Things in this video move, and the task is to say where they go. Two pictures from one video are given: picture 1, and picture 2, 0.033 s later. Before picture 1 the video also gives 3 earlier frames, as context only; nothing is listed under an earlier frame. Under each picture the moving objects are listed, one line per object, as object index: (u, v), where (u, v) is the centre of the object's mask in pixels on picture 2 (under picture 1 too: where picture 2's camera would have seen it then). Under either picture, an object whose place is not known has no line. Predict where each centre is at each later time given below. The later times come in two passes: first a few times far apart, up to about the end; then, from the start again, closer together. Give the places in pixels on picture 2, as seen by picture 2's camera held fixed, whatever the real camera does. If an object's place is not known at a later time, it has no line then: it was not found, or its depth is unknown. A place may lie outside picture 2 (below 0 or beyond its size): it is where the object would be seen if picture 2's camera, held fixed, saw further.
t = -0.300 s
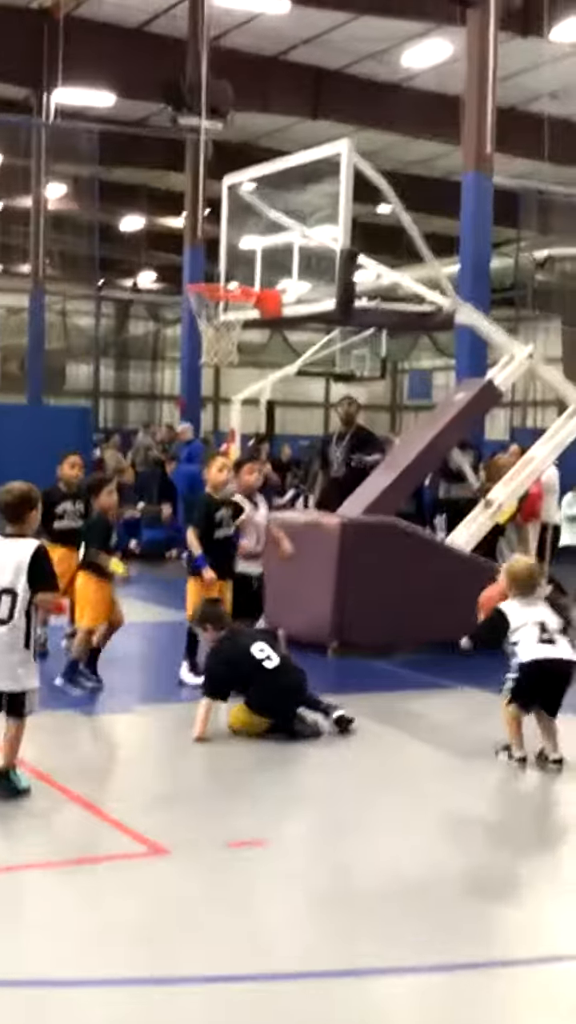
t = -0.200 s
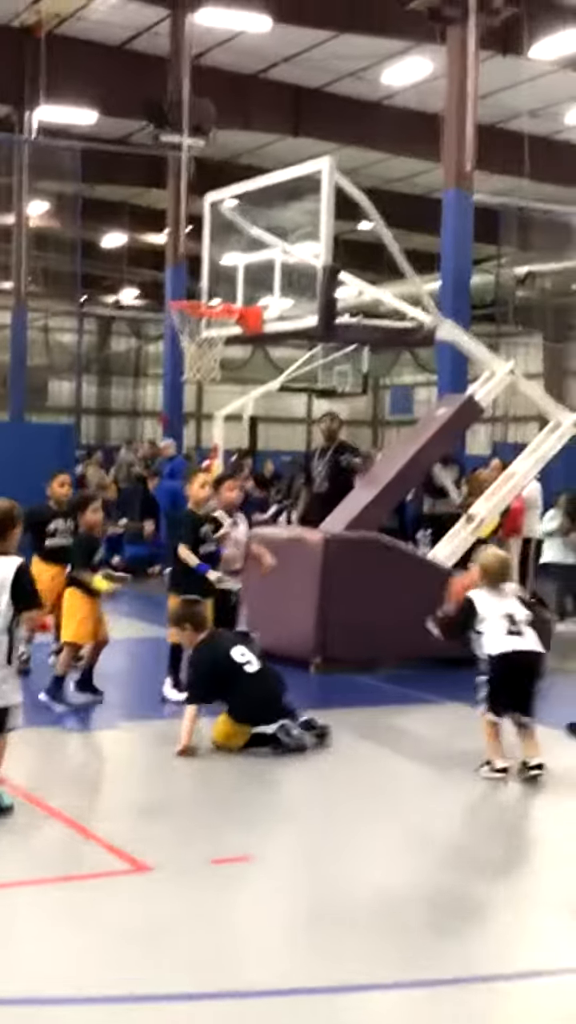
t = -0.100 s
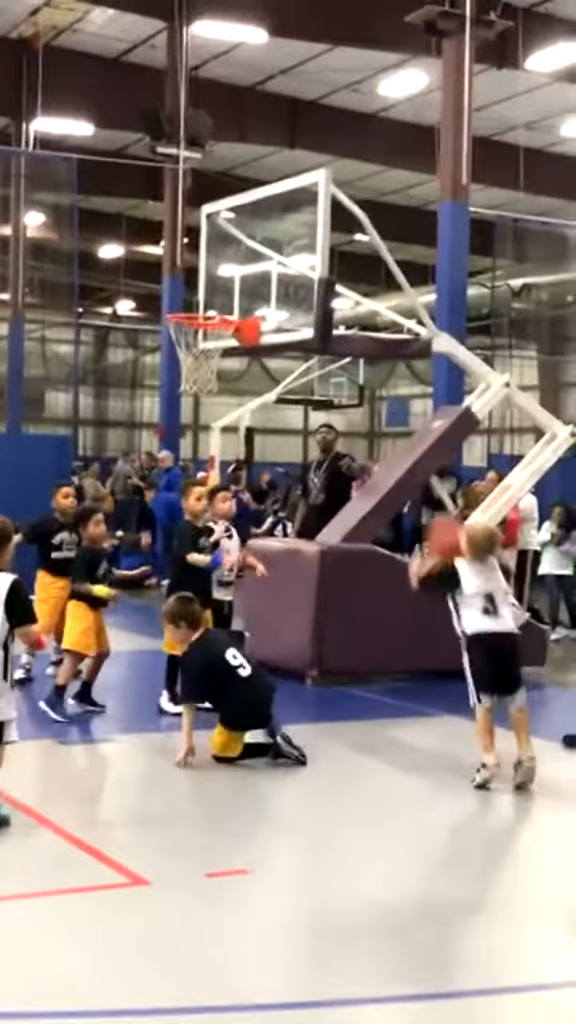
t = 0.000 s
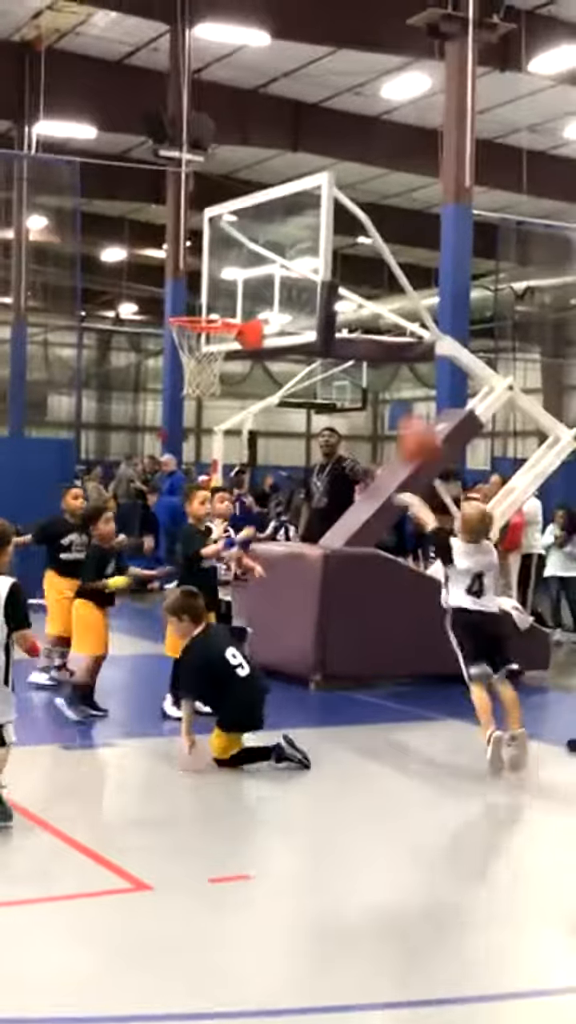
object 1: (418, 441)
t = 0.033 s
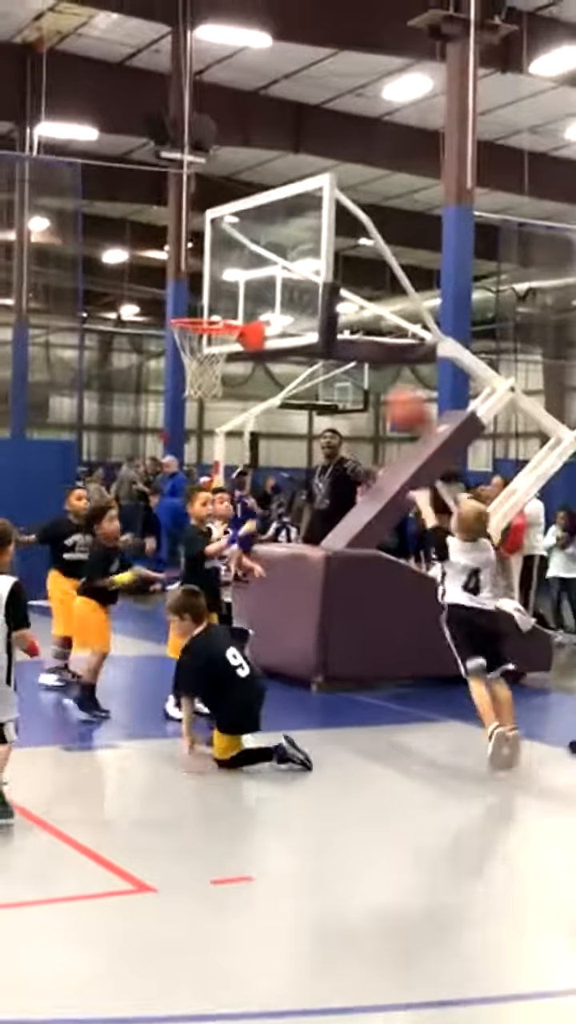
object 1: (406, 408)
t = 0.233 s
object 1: (345, 283)
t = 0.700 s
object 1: (230, 294)
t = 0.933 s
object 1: (208, 334)
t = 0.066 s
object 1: (396, 381)
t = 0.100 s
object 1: (385, 359)
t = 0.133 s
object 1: (374, 336)
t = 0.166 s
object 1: (365, 319)
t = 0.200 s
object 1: (354, 298)
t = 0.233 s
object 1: (345, 283)
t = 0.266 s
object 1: (337, 272)
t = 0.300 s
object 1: (327, 261)
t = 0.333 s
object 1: (316, 254)
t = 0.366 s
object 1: (307, 251)
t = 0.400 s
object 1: (297, 246)
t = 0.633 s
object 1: (245, 270)
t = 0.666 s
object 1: (238, 281)
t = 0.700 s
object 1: (230, 294)
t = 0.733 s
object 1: (225, 300)
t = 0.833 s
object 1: (214, 317)
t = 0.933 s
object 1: (208, 334)
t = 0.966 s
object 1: (206, 344)
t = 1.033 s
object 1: (203, 366)
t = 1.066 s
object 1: (198, 379)
